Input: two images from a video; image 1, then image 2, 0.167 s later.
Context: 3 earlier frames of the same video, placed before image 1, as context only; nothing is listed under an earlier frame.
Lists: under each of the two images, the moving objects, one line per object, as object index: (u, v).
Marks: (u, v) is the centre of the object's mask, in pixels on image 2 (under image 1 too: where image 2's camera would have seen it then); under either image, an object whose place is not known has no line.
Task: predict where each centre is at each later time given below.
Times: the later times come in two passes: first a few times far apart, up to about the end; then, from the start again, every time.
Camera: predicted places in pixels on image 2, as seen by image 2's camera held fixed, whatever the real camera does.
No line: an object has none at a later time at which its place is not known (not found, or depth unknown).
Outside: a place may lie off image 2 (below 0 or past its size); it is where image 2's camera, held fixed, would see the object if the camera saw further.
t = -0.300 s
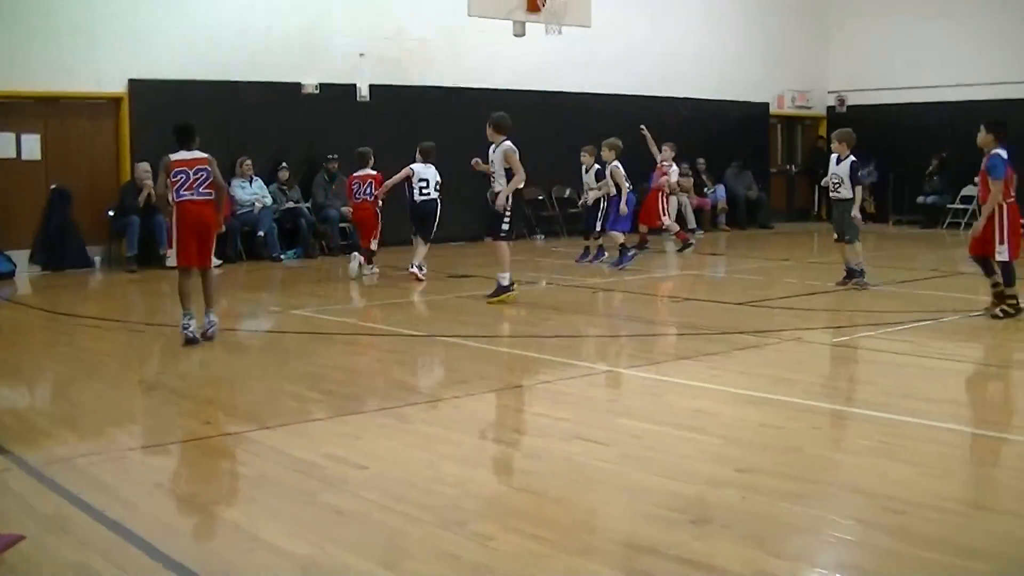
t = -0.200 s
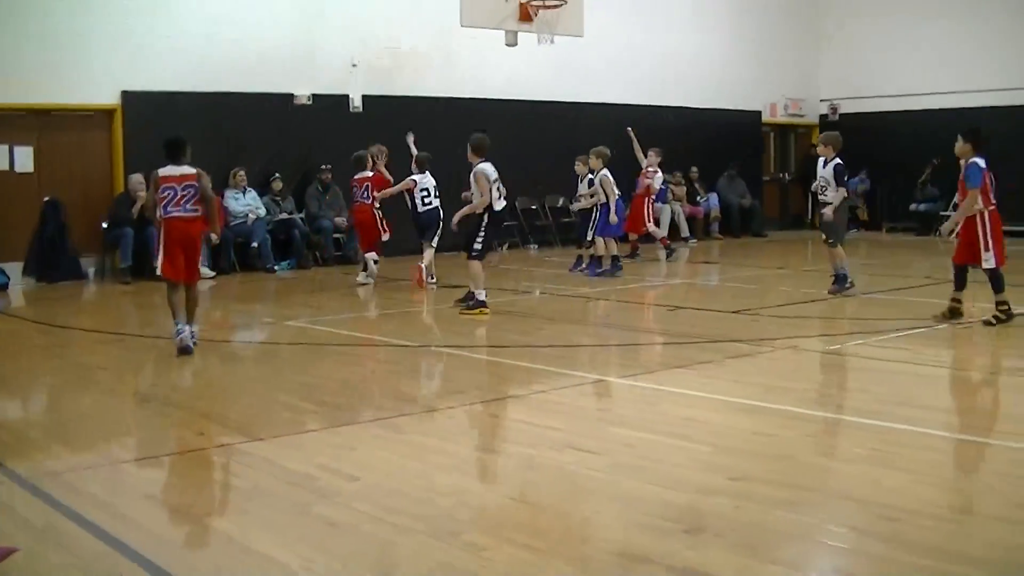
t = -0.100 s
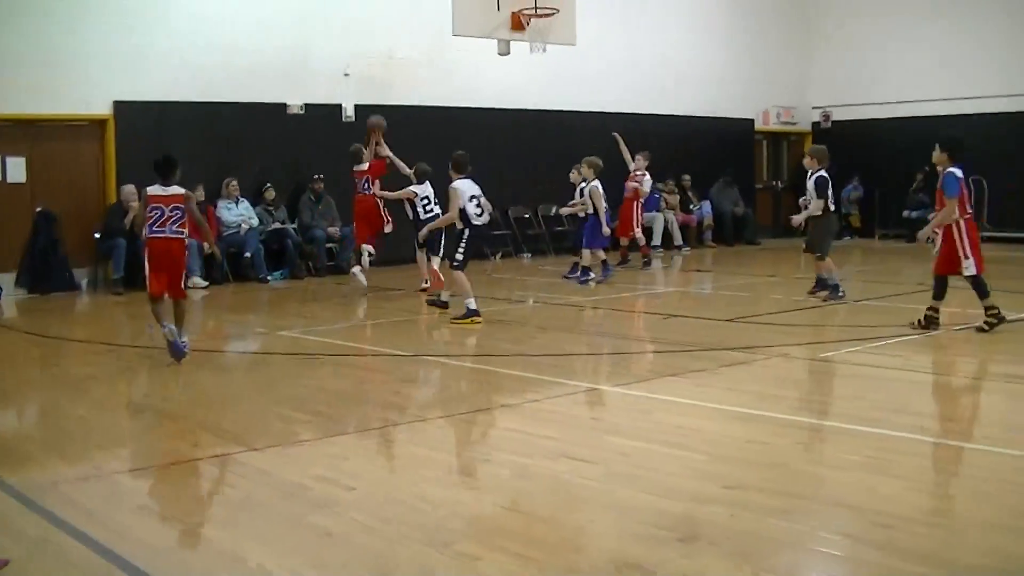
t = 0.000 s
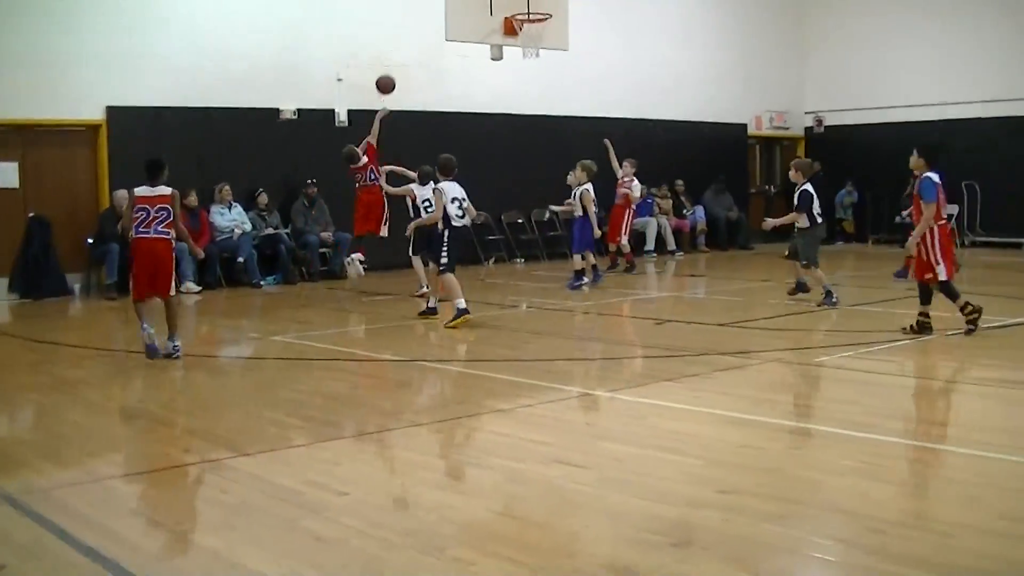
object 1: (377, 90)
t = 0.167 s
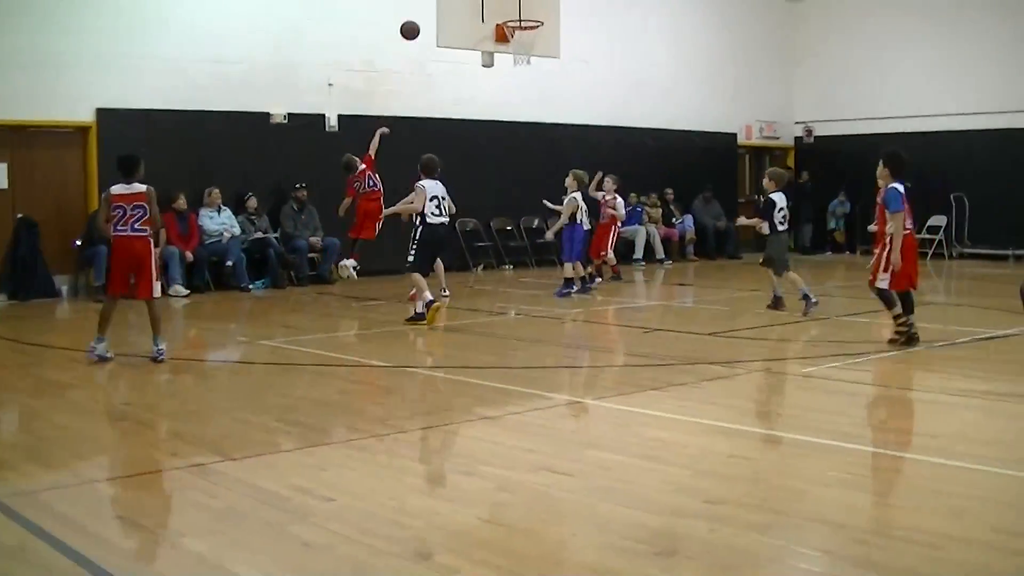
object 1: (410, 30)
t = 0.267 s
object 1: (429, 7)
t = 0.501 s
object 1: (473, -13)
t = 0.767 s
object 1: (520, 30)
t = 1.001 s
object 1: (542, 67)
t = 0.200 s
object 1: (416, 21)
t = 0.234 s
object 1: (423, 14)
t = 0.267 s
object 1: (429, 7)
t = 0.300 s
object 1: (436, 0)
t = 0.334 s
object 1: (442, -6)
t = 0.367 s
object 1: (450, -10)
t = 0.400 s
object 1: (456, -13)
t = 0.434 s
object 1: (461, -15)
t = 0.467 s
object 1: (467, -15)
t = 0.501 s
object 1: (473, -13)
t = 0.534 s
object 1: (479, -12)
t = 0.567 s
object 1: (485, -10)
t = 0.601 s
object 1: (492, -5)
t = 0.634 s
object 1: (497, 0)
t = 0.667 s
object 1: (502, 7)
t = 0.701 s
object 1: (508, 13)
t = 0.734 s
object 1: (513, 21)
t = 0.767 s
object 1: (520, 30)
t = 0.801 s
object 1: (528, 39)
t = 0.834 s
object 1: (533, 46)
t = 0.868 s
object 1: (536, 49)
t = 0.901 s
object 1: (538, 52)
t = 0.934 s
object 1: (539, 56)
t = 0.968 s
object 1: (541, 61)
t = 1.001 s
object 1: (542, 67)
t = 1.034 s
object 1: (544, 73)
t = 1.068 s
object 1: (546, 80)
